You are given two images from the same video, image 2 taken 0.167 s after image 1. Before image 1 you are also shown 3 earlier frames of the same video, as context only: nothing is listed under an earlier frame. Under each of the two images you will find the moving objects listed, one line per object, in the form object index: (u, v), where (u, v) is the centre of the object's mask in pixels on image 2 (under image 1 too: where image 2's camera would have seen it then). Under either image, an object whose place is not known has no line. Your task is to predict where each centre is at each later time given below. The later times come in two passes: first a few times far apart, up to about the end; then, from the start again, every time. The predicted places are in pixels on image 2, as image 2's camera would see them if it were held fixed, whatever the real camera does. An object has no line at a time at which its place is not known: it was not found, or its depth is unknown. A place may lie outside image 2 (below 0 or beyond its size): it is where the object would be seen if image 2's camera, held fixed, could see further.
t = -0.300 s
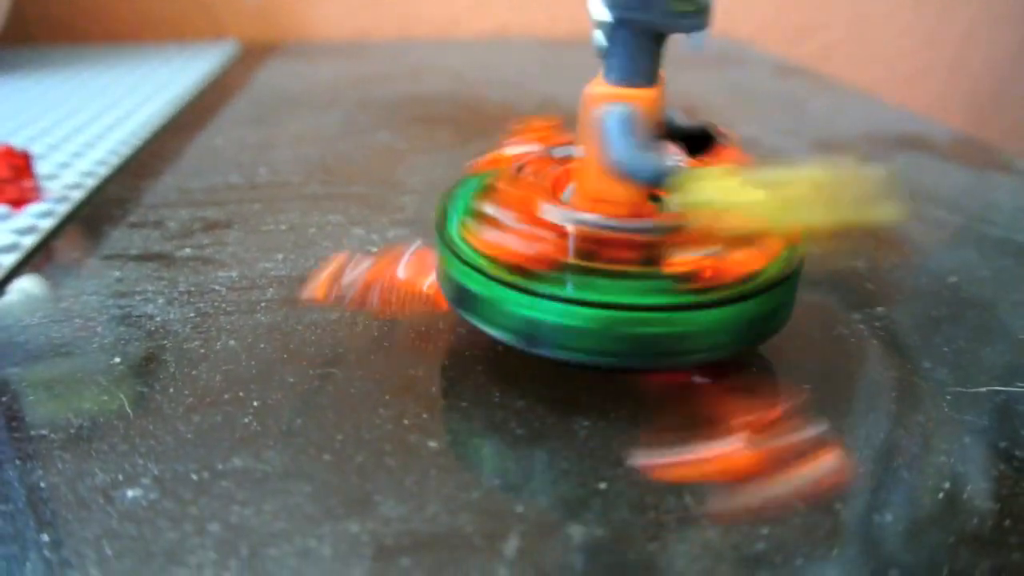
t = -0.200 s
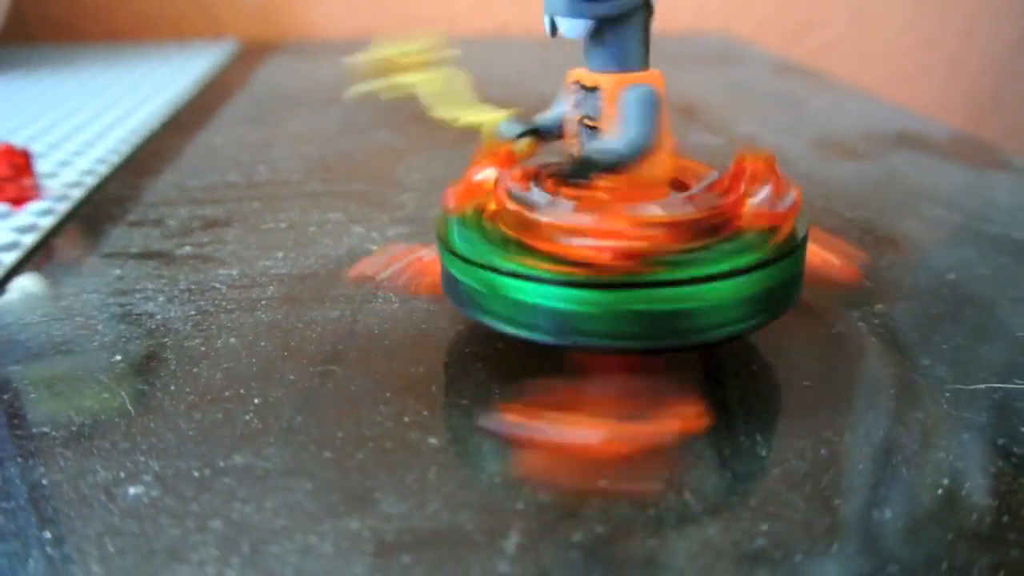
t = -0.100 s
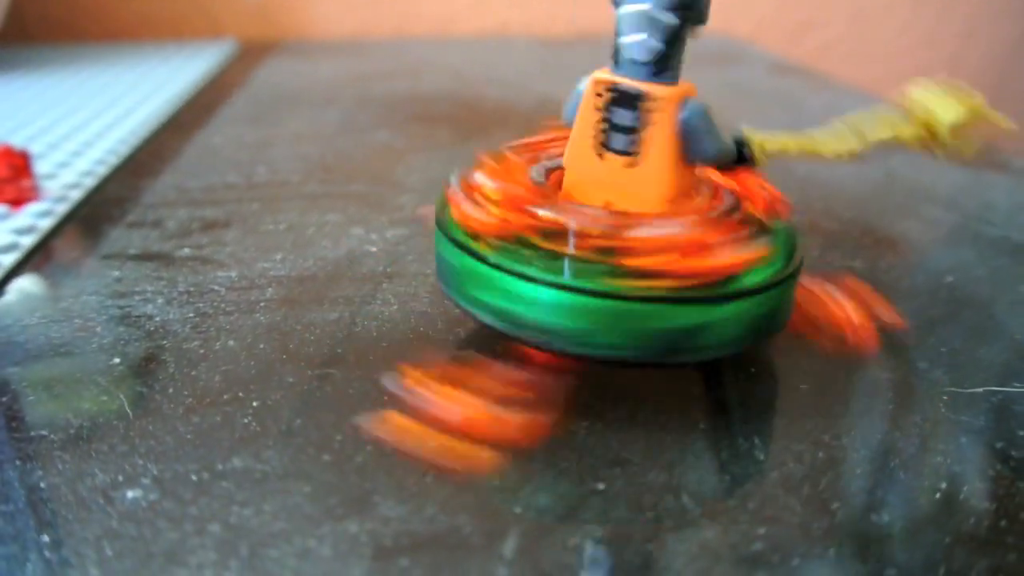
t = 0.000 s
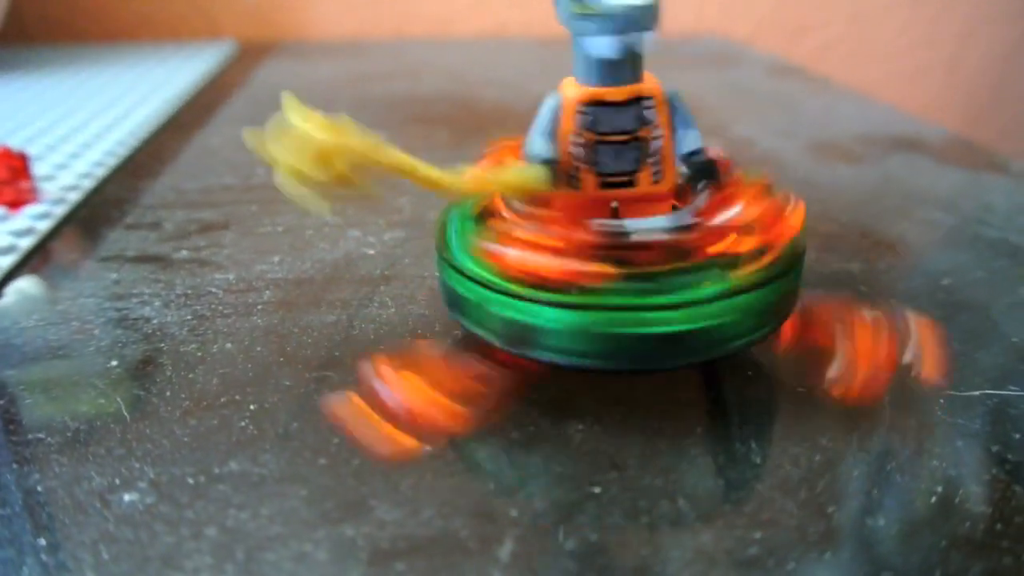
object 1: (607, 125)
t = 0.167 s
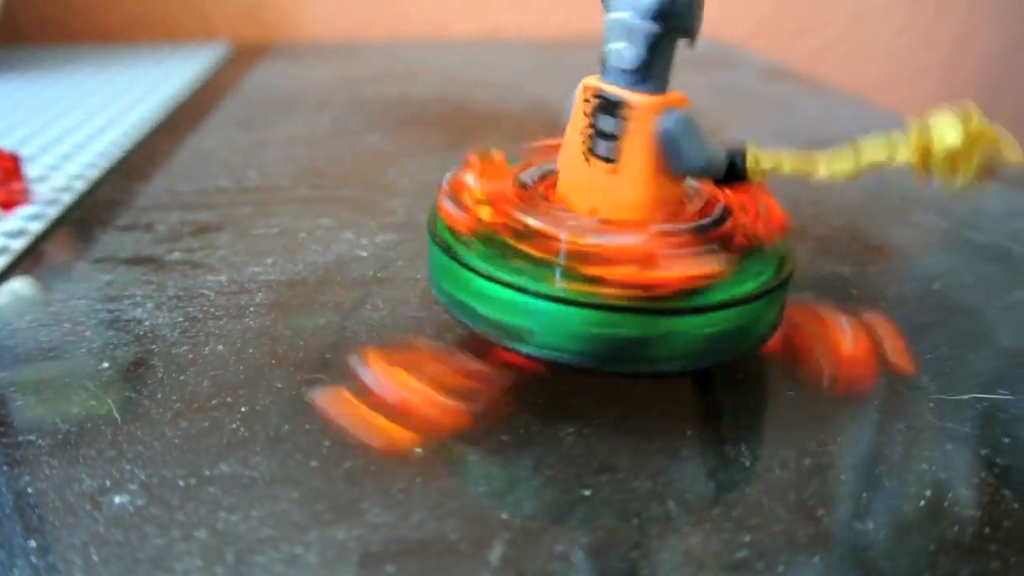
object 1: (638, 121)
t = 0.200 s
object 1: (631, 108)
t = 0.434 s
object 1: (641, 121)
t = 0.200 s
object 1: (631, 108)
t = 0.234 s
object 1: (627, 97)
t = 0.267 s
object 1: (607, 121)
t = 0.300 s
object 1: (598, 108)
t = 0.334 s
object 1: (601, 105)
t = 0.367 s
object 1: (616, 113)
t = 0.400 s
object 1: (632, 116)
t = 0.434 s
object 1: (641, 121)
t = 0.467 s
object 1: (636, 111)
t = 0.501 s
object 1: (630, 98)
